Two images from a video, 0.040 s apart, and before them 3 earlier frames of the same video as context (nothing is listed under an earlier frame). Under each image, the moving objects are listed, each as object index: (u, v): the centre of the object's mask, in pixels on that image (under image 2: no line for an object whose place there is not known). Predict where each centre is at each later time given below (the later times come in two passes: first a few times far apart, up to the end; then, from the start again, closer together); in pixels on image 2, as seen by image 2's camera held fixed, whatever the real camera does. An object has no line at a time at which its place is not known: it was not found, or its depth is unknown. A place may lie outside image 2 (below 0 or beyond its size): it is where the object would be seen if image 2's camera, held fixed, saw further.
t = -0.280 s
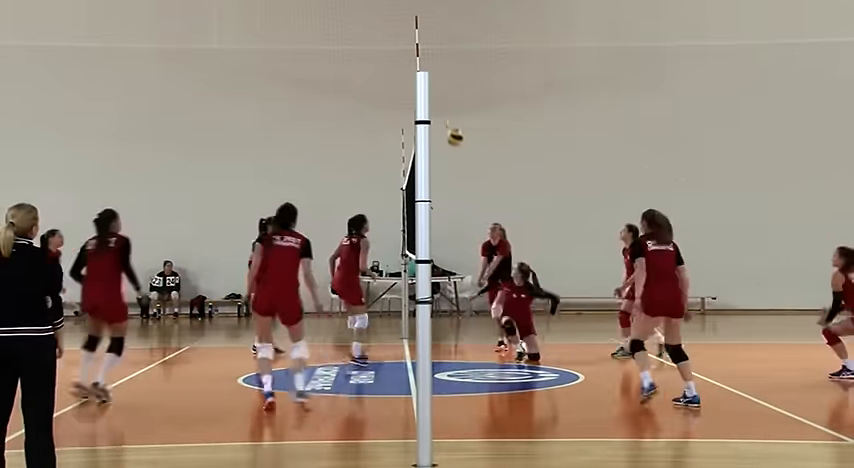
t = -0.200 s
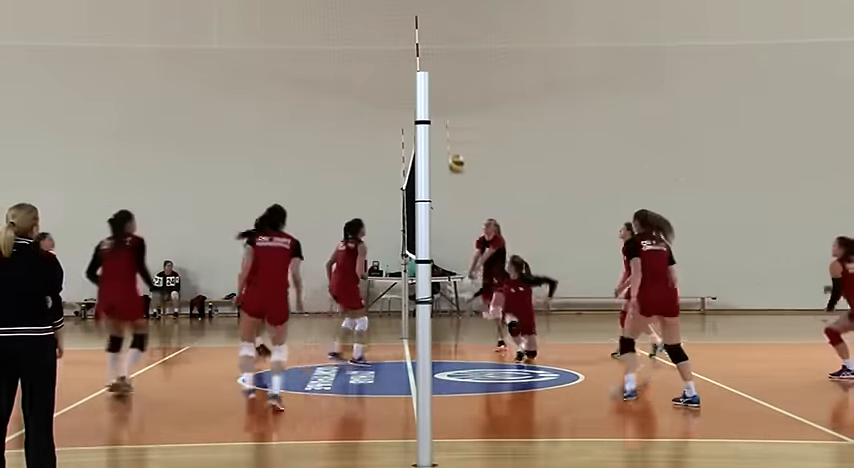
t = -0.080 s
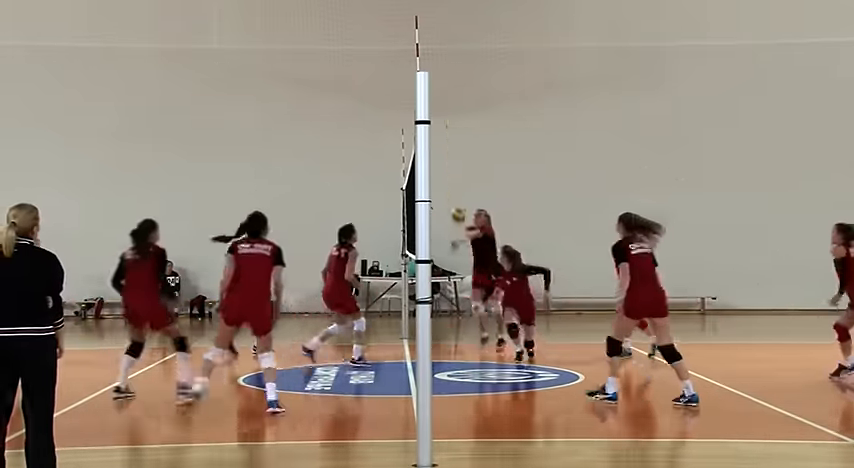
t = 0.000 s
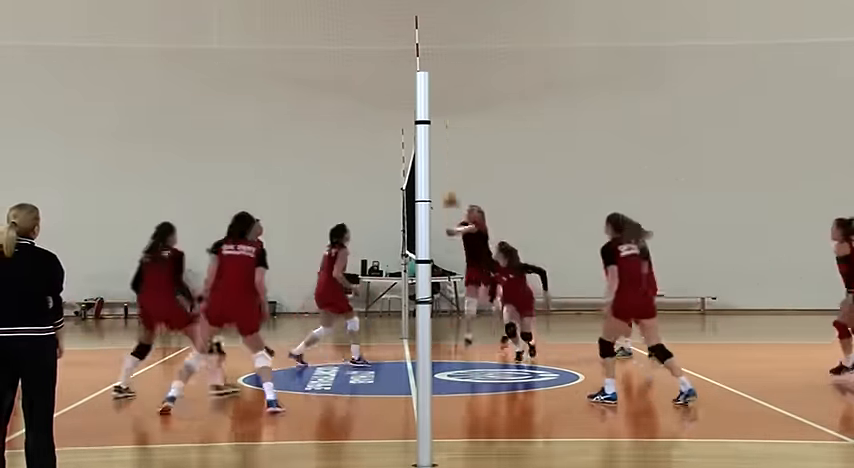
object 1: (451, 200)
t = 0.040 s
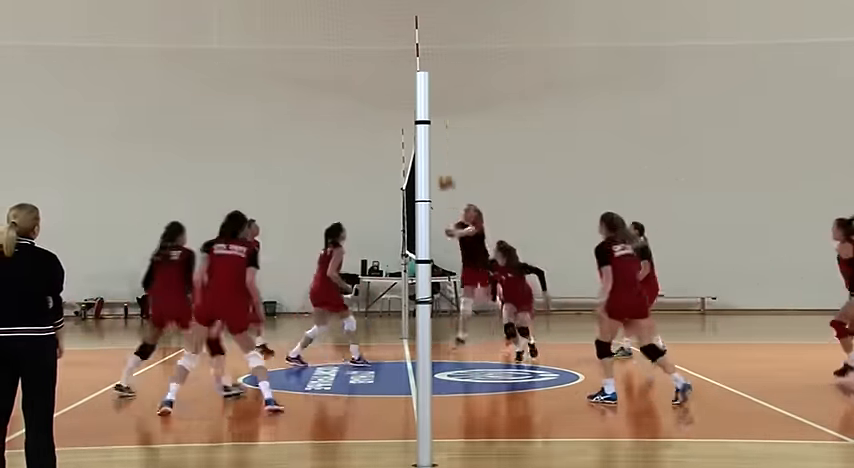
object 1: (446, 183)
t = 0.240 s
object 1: (413, 108)
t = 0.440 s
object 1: (390, 60)
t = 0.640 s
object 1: (361, 45)
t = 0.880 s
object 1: (326, 71)
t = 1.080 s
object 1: (295, 132)
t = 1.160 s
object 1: (283, 169)
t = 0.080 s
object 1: (441, 165)
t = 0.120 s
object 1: (436, 148)
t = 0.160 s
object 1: (434, 133)
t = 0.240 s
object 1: (413, 108)
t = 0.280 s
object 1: (411, 95)
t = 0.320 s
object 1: (407, 83)
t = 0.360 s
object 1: (402, 74)
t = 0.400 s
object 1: (396, 66)
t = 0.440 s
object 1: (390, 60)
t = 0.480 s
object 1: (387, 55)
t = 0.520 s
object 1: (378, 51)
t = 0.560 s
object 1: (373, 48)
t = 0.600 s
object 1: (366, 47)
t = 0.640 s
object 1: (361, 45)
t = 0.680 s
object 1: (355, 46)
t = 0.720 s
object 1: (350, 49)
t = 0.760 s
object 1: (343, 53)
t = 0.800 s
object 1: (336, 57)
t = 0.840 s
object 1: (330, 64)
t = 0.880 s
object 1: (326, 71)
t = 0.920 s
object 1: (318, 82)
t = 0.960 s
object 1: (314, 91)
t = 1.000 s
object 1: (306, 105)
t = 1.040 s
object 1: (300, 118)
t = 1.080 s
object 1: (295, 132)
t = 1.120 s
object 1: (288, 150)
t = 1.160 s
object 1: (283, 169)
